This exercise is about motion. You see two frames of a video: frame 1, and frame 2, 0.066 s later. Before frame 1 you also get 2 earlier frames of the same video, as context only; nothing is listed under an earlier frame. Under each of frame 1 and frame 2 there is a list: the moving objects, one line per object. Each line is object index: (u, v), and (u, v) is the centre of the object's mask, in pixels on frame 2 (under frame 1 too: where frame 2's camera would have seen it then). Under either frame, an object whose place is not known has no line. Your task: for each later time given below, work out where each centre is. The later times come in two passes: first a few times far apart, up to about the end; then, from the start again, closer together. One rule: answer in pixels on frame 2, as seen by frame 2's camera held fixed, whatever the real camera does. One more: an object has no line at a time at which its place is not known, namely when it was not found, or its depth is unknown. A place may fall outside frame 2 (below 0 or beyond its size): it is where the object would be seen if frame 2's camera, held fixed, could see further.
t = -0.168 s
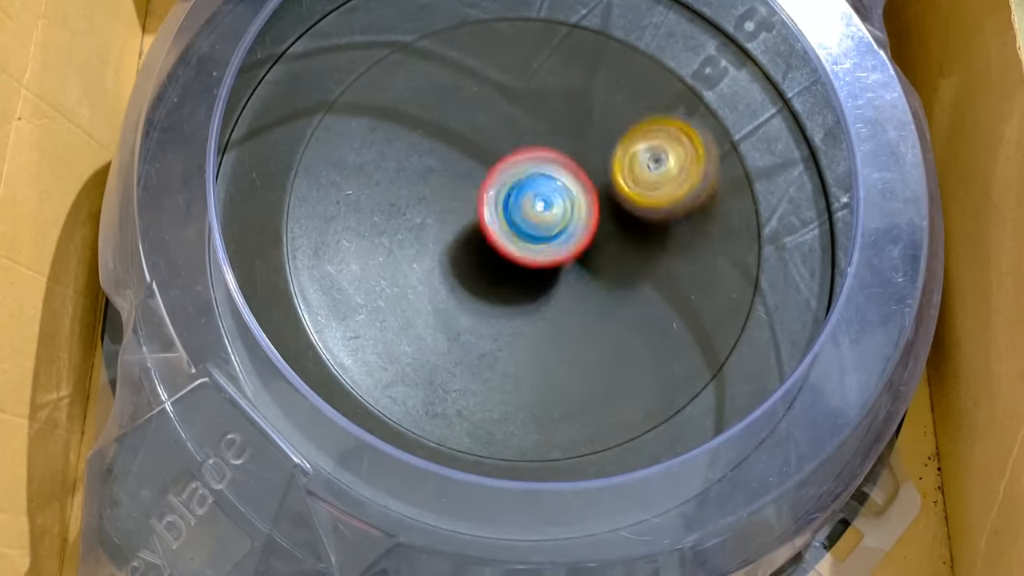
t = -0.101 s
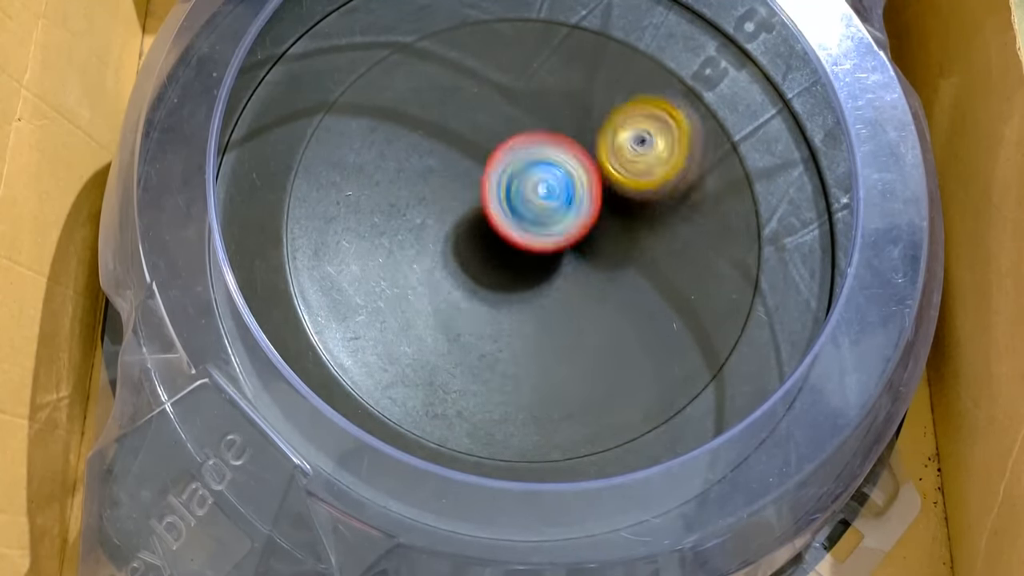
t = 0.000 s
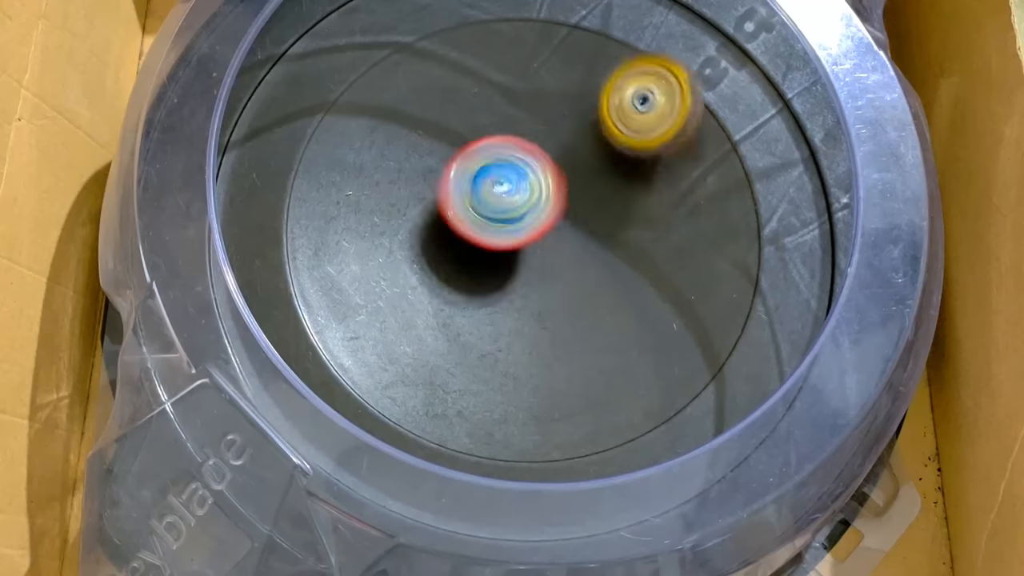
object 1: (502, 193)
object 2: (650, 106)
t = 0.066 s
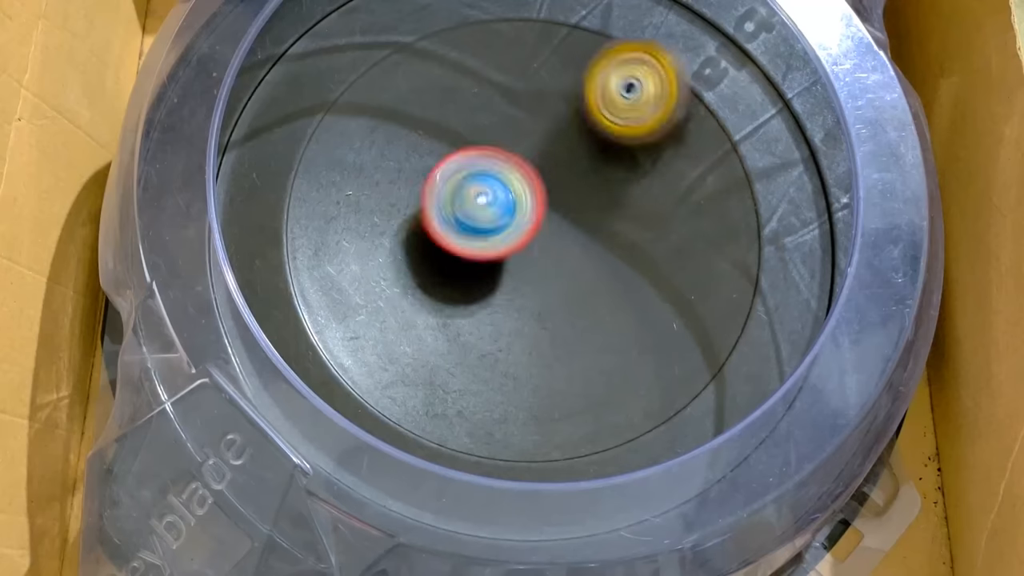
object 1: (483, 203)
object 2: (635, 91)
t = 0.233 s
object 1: (471, 246)
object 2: (570, 78)
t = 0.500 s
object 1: (549, 256)
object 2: (457, 141)
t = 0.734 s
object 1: (568, 191)
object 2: (427, 245)
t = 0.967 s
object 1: (515, 165)
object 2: (484, 327)
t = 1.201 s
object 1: (493, 228)
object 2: (581, 339)
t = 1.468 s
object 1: (504, 256)
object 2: (680, 276)
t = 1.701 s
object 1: (513, 224)
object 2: (646, 184)
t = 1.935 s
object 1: (422, 245)
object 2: (638, 72)
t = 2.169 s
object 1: (436, 284)
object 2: (552, 102)
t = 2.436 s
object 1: (537, 335)
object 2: (520, 116)
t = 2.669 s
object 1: (625, 309)
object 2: (546, 153)
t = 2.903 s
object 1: (653, 259)
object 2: (542, 180)
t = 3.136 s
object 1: (646, 235)
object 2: (505, 176)
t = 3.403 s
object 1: (608, 240)
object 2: (474, 202)
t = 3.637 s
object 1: (602, 222)
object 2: (444, 205)
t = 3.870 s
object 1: (594, 188)
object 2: (454, 201)
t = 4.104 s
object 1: (584, 164)
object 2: (451, 211)
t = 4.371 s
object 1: (586, 191)
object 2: (478, 244)
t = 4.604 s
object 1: (579, 213)
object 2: (511, 279)
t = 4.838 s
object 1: (567, 211)
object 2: (527, 278)
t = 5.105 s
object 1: (559, 208)
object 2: (524, 280)
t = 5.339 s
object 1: (559, 208)
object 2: (524, 280)
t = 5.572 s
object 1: (559, 208)
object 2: (524, 279)
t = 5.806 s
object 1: (559, 208)
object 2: (523, 280)
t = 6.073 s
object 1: (559, 208)
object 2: (524, 280)
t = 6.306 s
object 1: (559, 208)
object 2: (524, 280)
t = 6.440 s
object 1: (559, 208)
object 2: (524, 280)
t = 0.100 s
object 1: (477, 211)
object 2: (624, 86)
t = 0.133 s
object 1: (471, 219)
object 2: (611, 81)
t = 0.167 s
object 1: (468, 229)
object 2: (597, 79)
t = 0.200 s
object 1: (469, 237)
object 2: (583, 78)
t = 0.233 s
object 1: (471, 246)
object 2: (570, 78)
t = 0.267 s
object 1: (478, 256)
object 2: (555, 81)
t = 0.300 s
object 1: (486, 262)
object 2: (540, 86)
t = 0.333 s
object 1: (495, 268)
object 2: (525, 91)
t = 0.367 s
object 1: (507, 270)
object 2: (509, 99)
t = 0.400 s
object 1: (518, 270)
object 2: (495, 107)
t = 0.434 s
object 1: (530, 268)
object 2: (481, 117)
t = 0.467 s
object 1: (539, 263)
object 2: (470, 129)
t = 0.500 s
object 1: (549, 256)
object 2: (457, 141)
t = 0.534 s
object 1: (557, 248)
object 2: (448, 154)
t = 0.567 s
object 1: (562, 240)
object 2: (439, 167)
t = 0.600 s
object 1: (568, 230)
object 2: (432, 182)
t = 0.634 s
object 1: (570, 219)
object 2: (428, 199)
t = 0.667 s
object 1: (571, 210)
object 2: (425, 214)
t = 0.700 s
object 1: (571, 199)
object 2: (425, 230)
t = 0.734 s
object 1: (568, 191)
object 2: (427, 245)
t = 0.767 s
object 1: (566, 182)
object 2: (430, 259)
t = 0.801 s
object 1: (559, 175)
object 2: (436, 273)
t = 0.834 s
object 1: (552, 169)
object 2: (444, 286)
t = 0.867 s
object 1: (544, 164)
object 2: (452, 298)
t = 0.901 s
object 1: (535, 163)
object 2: (461, 309)
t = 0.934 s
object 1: (526, 162)
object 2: (472, 319)
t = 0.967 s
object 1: (515, 165)
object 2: (484, 327)
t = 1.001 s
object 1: (507, 170)
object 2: (497, 334)
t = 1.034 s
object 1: (499, 177)
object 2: (511, 340)
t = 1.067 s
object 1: (495, 188)
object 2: (523, 344)
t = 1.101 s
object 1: (492, 196)
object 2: (538, 345)
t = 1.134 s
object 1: (490, 207)
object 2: (552, 345)
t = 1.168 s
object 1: (492, 217)
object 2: (566, 343)
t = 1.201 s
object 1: (493, 228)
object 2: (581, 339)
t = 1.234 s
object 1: (499, 238)
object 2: (592, 335)
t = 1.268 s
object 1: (504, 245)
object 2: (605, 327)
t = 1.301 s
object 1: (511, 254)
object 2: (616, 318)
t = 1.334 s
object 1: (512, 255)
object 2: (633, 312)
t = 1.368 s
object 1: (507, 254)
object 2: (653, 307)
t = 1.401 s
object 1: (506, 254)
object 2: (667, 297)
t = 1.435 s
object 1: (504, 255)
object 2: (675, 287)
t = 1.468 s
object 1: (504, 256)
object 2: (680, 276)
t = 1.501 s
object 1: (505, 254)
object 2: (681, 262)
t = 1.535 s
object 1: (509, 253)
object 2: (679, 251)
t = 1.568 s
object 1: (511, 248)
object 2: (677, 236)
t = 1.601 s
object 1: (512, 245)
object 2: (672, 223)
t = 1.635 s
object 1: (512, 237)
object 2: (665, 209)
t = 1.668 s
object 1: (512, 232)
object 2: (658, 197)
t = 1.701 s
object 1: (513, 224)
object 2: (646, 184)
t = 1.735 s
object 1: (513, 218)
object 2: (635, 173)
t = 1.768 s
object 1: (512, 213)
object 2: (623, 163)
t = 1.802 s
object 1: (494, 210)
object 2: (605, 139)
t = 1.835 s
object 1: (463, 221)
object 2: (624, 113)
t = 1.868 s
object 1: (441, 231)
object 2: (634, 93)
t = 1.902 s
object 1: (427, 238)
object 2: (641, 80)
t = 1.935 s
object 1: (422, 245)
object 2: (638, 72)
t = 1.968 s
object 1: (418, 253)
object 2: (629, 72)
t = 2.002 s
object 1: (415, 258)
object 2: (616, 73)
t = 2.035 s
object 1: (414, 266)
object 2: (606, 75)
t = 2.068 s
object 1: (414, 271)
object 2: (590, 81)
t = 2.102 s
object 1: (420, 278)
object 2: (577, 86)
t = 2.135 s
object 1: (424, 282)
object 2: (564, 93)
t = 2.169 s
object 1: (436, 284)
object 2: (552, 102)
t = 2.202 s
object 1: (448, 286)
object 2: (540, 114)
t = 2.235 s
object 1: (459, 283)
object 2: (530, 128)
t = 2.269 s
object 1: (474, 281)
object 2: (521, 141)
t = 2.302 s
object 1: (487, 275)
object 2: (515, 158)
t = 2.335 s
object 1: (502, 283)
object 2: (511, 162)
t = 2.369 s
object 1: (513, 308)
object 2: (513, 140)
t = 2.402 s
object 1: (525, 325)
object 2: (517, 123)
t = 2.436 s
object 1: (537, 335)
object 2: (520, 116)
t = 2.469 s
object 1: (549, 335)
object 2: (523, 116)
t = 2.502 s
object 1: (563, 333)
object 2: (528, 120)
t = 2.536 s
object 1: (575, 331)
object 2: (532, 126)
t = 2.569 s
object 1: (591, 326)
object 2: (535, 133)
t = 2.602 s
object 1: (605, 323)
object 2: (540, 139)
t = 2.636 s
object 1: (615, 316)
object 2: (543, 146)
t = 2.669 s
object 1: (625, 309)
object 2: (546, 153)
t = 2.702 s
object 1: (631, 301)
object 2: (550, 159)
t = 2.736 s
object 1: (637, 290)
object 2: (553, 169)
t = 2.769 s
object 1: (642, 280)
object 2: (558, 177)
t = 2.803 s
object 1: (641, 268)
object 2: (562, 185)
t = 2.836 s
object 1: (649, 265)
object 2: (556, 184)
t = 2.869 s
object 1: (651, 264)
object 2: (548, 179)
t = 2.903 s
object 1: (653, 259)
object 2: (542, 180)
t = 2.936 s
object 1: (655, 252)
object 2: (542, 180)
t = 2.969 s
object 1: (655, 247)
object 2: (541, 180)
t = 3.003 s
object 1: (649, 239)
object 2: (539, 181)
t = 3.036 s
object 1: (644, 231)
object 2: (538, 183)
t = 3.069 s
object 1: (640, 229)
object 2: (535, 183)
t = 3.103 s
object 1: (639, 228)
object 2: (527, 181)
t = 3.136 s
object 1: (646, 235)
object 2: (505, 176)
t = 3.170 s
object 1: (645, 237)
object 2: (489, 173)
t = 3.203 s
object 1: (644, 234)
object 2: (479, 174)
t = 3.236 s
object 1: (645, 234)
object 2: (472, 178)
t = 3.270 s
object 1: (643, 238)
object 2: (471, 180)
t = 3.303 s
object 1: (634, 241)
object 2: (470, 184)
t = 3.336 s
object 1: (626, 239)
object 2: (470, 190)
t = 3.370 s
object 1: (618, 240)
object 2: (472, 196)
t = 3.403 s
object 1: (608, 240)
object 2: (474, 202)
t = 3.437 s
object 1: (598, 238)
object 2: (479, 209)
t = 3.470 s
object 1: (593, 236)
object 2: (478, 214)
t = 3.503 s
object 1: (609, 236)
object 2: (458, 210)
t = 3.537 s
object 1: (615, 235)
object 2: (444, 206)
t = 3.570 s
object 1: (614, 232)
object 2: (437, 205)
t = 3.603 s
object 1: (610, 229)
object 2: (437, 206)
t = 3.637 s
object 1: (602, 222)
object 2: (444, 205)
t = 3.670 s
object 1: (592, 213)
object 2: (453, 204)
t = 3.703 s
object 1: (587, 204)
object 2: (463, 201)
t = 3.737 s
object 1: (584, 200)
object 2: (470, 199)
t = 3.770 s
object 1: (590, 198)
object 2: (463, 200)
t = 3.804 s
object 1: (590, 193)
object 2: (457, 200)
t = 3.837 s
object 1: (594, 188)
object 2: (454, 201)
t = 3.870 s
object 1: (594, 188)
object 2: (454, 201)
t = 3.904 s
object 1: (588, 187)
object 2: (458, 199)
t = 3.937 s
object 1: (581, 181)
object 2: (463, 197)
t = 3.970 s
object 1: (578, 174)
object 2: (464, 199)
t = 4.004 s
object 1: (579, 171)
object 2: (465, 201)
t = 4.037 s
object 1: (575, 174)
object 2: (468, 201)
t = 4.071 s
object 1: (572, 171)
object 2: (466, 204)
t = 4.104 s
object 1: (584, 164)
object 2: (451, 211)
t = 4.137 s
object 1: (596, 167)
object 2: (438, 220)
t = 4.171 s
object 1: (597, 177)
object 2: (438, 225)
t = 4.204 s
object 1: (592, 183)
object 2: (442, 231)
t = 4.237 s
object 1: (586, 185)
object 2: (452, 233)
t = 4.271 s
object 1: (581, 188)
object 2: (465, 232)
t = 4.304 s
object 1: (575, 190)
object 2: (474, 232)
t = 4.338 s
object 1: (575, 190)
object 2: (484, 236)
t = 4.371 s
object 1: (586, 191)
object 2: (478, 244)
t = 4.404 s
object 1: (593, 194)
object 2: (476, 253)
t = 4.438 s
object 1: (593, 199)
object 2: (479, 259)
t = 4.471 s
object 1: (591, 204)
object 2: (488, 267)
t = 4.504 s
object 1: (587, 208)
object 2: (494, 269)
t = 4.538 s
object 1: (584, 212)
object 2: (502, 275)
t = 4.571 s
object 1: (581, 213)
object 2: (508, 277)
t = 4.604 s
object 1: (579, 213)
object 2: (511, 279)
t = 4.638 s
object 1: (578, 212)
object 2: (514, 279)
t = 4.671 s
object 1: (578, 212)
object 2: (517, 278)
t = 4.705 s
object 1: (577, 213)
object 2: (517, 277)
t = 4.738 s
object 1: (576, 212)
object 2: (517, 276)
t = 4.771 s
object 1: (574, 212)
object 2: (520, 277)
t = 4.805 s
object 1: (571, 212)
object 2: (523, 277)
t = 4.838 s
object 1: (567, 211)
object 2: (527, 278)
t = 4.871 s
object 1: (564, 209)
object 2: (529, 280)
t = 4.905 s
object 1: (562, 209)
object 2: (529, 280)
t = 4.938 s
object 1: (559, 209)
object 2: (527, 280)
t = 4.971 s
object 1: (559, 208)
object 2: (522, 280)
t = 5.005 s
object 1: (558, 208)
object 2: (521, 279)
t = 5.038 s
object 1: (558, 209)
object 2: (521, 279)
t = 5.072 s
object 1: (558, 208)
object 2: (523, 279)
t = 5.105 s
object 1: (559, 208)
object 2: (524, 280)
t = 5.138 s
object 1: (559, 208)
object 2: (524, 280)
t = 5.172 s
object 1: (558, 208)
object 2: (524, 280)
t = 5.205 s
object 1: (559, 208)
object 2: (523, 280)
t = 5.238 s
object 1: (559, 208)
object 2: (523, 280)
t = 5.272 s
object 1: (559, 208)
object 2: (523, 280)
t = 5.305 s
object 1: (559, 208)
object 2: (523, 280)
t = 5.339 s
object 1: (559, 208)
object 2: (524, 280)
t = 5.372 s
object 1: (559, 208)
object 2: (524, 279)
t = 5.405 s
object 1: (559, 208)
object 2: (523, 280)
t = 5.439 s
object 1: (559, 208)
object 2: (523, 280)
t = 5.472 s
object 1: (559, 208)
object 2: (523, 280)
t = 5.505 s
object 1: (559, 208)
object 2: (523, 280)
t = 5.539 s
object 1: (559, 208)
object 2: (523, 280)
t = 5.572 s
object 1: (559, 208)
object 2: (524, 279)
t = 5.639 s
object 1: (559, 208)
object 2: (523, 280)
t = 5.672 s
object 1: (559, 208)
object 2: (523, 280)
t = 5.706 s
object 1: (559, 208)
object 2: (523, 280)
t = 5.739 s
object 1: (559, 209)
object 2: (524, 280)
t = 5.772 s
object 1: (559, 208)
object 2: (524, 280)
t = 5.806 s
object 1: (559, 208)
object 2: (523, 280)
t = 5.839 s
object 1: (559, 208)
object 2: (524, 279)
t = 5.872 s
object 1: (559, 208)
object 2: (523, 280)
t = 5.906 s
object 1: (559, 208)
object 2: (523, 280)
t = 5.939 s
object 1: (559, 208)
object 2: (524, 280)
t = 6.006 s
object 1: (559, 208)
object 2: (524, 280)
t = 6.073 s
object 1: (559, 208)
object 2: (524, 280)
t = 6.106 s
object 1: (559, 208)
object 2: (523, 280)
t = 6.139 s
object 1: (559, 208)
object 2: (524, 280)
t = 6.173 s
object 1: (559, 208)
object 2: (524, 280)
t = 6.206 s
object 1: (559, 208)
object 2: (524, 280)
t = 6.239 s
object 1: (559, 208)
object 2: (524, 280)
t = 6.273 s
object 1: (559, 208)
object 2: (524, 280)
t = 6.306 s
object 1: (559, 208)
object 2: (524, 280)
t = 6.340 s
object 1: (559, 208)
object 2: (524, 280)
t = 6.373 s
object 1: (559, 209)
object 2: (524, 280)
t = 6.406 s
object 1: (559, 208)
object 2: (524, 280)
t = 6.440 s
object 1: (559, 208)
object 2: (524, 280)
